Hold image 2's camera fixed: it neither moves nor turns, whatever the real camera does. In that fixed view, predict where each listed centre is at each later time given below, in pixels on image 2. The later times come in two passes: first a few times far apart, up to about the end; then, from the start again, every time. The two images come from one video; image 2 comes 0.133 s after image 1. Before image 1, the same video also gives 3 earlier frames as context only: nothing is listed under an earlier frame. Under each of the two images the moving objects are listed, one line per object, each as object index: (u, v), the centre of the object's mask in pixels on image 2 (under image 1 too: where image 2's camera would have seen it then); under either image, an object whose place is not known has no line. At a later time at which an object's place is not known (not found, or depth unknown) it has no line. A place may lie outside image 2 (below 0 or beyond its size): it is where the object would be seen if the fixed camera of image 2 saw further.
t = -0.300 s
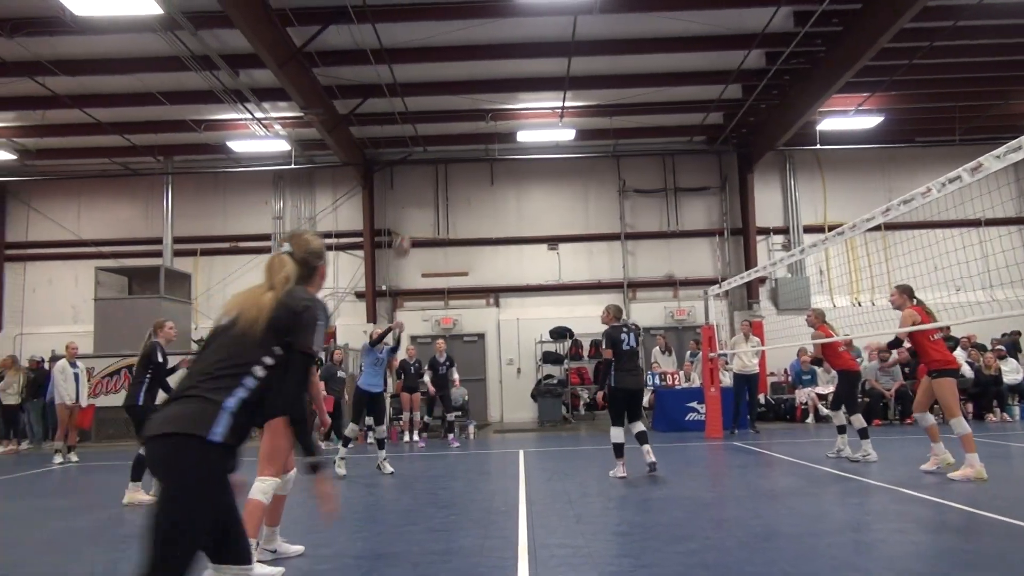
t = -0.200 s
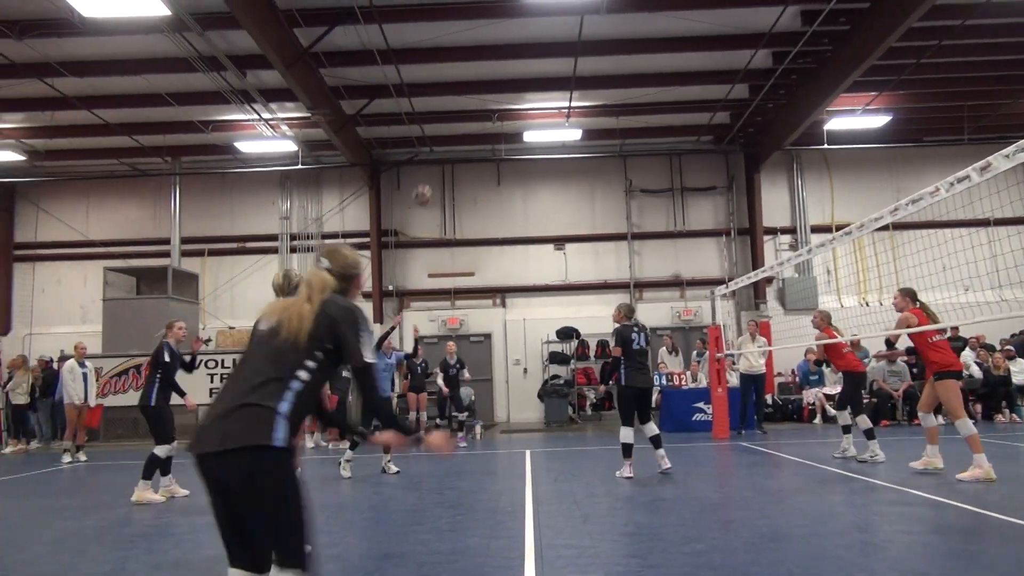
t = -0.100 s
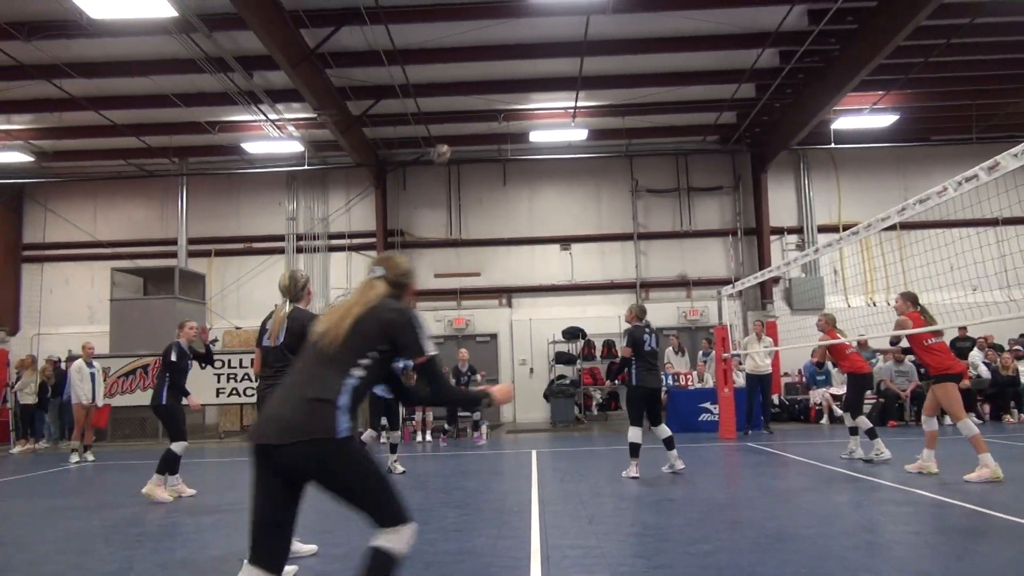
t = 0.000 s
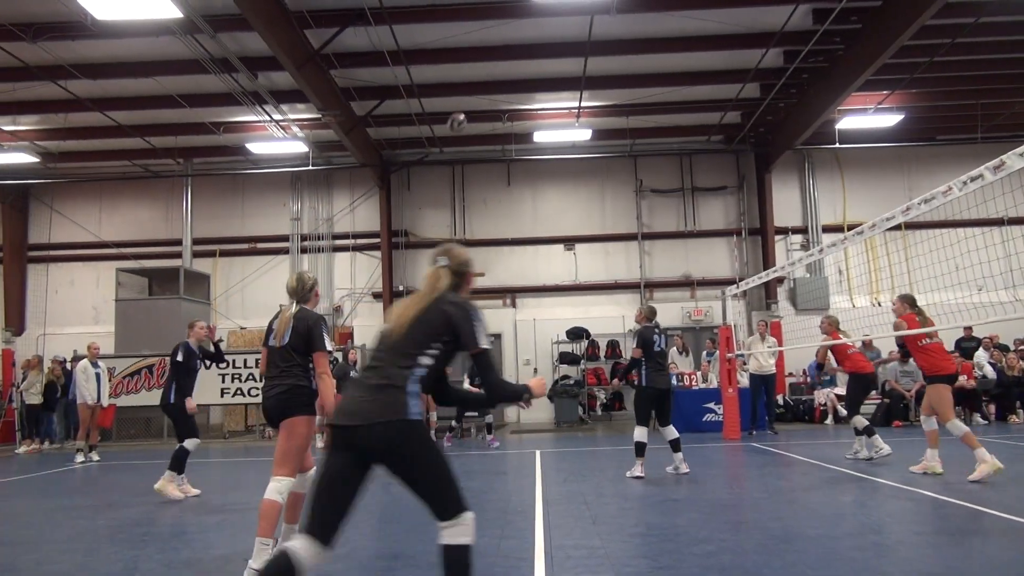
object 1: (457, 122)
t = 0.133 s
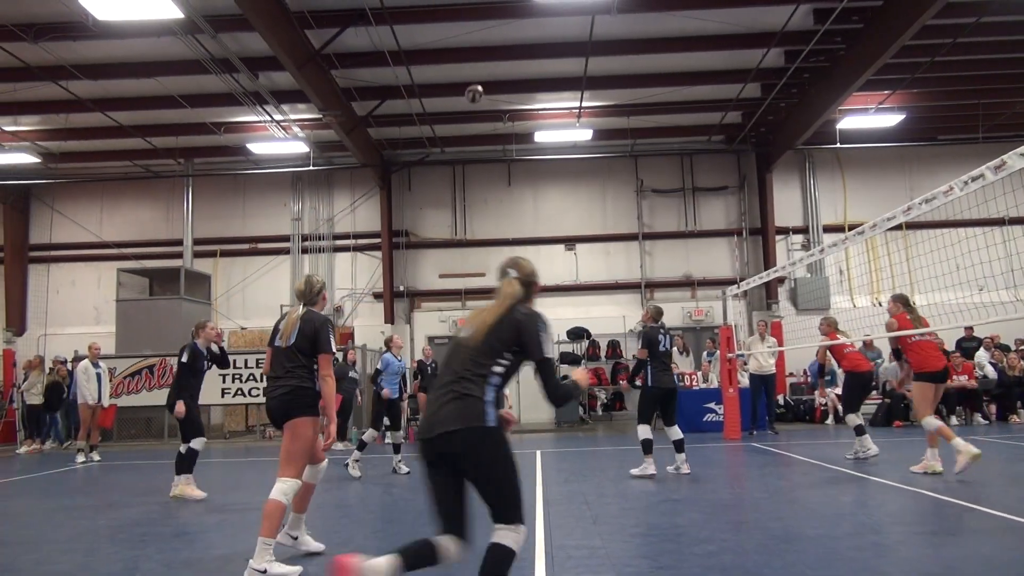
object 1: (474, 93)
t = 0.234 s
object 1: (486, 82)
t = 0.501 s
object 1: (519, 89)
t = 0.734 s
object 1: (549, 147)
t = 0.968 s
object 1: (581, 245)
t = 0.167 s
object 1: (478, 89)
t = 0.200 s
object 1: (482, 85)
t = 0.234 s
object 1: (486, 82)
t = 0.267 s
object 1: (491, 80)
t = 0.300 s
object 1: (495, 79)
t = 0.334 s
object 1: (499, 79)
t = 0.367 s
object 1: (503, 78)
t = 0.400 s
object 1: (507, 80)
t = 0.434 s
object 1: (511, 83)
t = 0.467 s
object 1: (515, 85)
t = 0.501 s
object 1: (519, 89)
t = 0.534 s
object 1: (523, 94)
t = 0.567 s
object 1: (528, 100)
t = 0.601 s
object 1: (532, 107)
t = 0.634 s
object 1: (536, 116)
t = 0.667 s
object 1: (540, 124)
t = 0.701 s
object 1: (544, 133)
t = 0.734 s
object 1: (549, 147)
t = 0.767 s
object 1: (554, 156)
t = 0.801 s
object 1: (558, 169)
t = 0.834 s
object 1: (562, 182)
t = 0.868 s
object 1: (567, 196)
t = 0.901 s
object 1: (571, 212)
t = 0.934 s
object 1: (576, 228)
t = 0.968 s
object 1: (581, 245)
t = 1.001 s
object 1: (586, 263)
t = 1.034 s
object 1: (591, 282)
